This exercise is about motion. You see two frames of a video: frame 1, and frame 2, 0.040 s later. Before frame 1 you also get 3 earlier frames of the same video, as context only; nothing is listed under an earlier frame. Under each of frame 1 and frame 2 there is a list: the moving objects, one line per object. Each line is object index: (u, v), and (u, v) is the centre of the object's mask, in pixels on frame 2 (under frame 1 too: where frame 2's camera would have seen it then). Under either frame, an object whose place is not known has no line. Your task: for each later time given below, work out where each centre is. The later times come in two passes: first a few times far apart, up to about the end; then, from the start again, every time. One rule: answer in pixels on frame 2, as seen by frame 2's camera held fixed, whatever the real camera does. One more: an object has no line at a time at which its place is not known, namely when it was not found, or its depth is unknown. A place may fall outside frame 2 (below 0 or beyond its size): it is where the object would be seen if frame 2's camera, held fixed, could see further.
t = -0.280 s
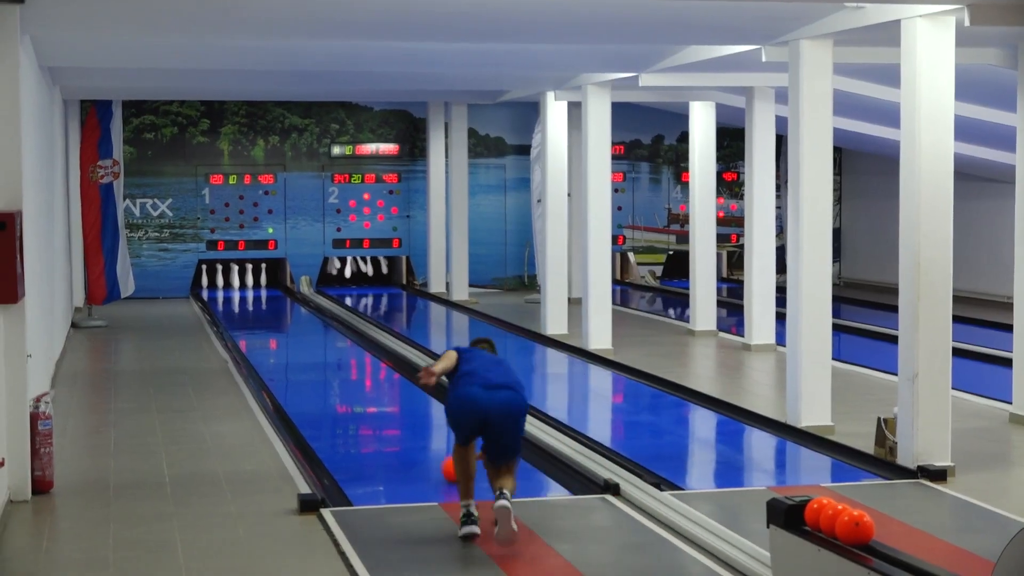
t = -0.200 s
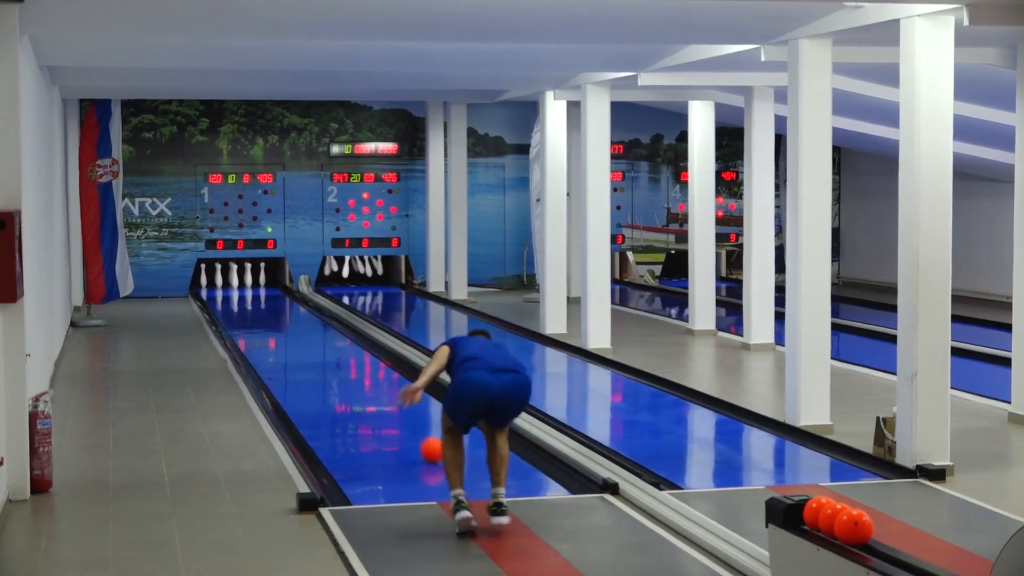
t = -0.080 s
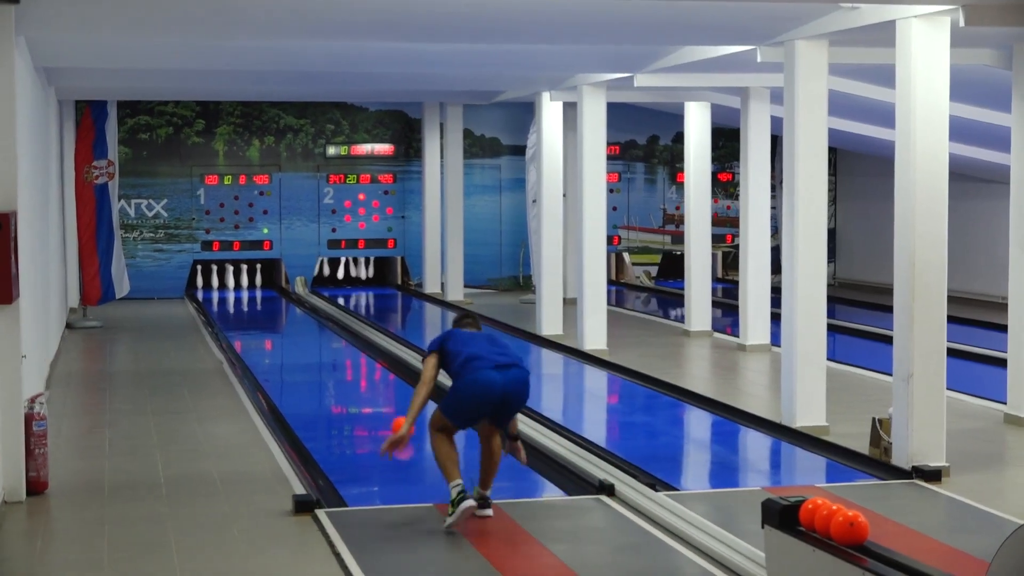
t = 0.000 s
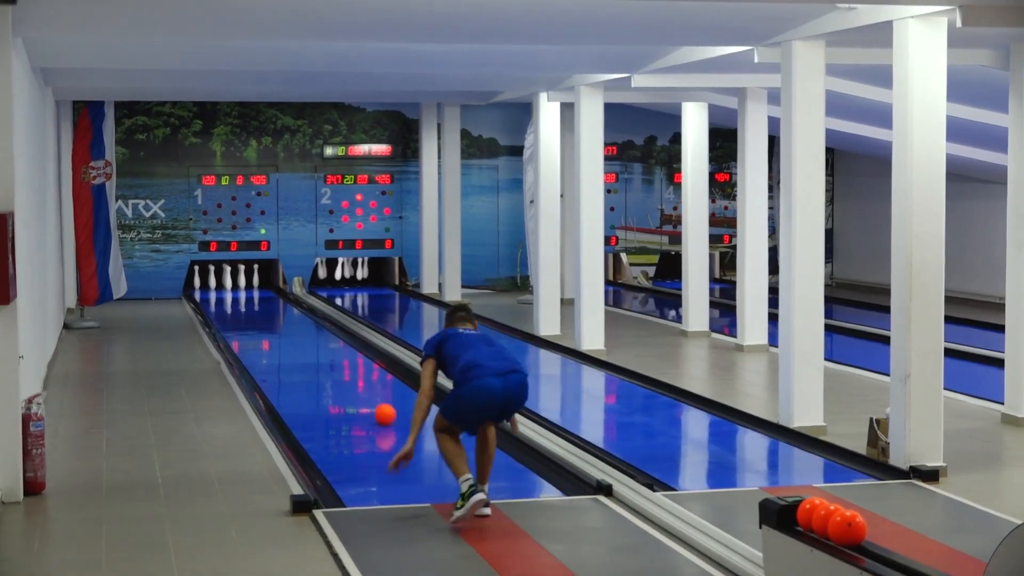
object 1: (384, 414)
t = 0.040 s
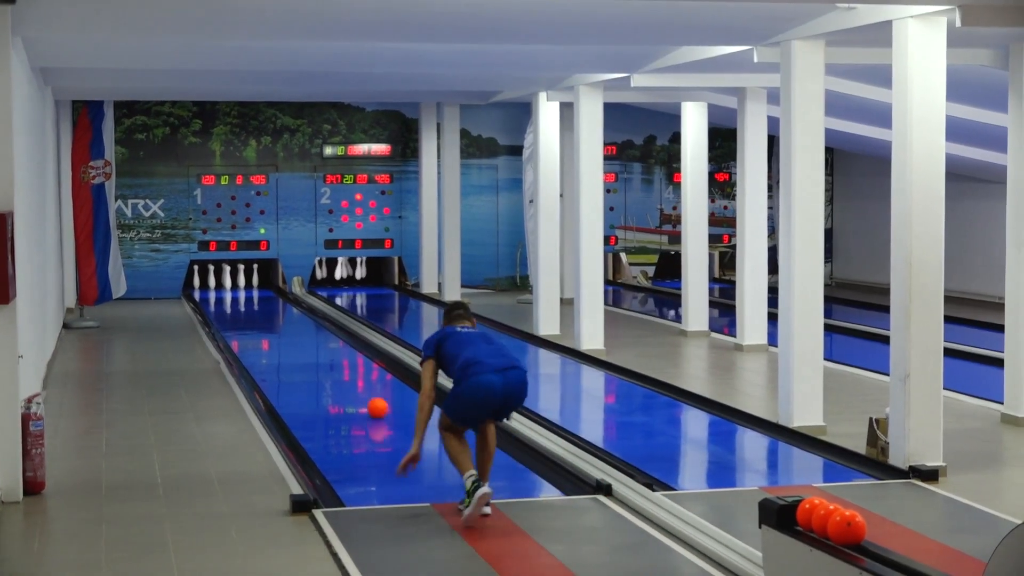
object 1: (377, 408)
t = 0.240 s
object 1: (348, 382)
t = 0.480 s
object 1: (321, 357)
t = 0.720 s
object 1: (300, 339)
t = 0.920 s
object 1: (287, 326)
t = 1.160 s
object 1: (273, 313)
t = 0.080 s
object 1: (371, 402)
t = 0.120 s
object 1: (365, 397)
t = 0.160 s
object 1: (359, 392)
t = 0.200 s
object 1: (353, 387)
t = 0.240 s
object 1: (348, 382)
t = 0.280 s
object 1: (343, 377)
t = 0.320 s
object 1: (338, 373)
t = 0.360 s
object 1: (334, 368)
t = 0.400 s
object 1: (330, 365)
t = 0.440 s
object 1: (325, 361)
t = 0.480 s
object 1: (321, 357)
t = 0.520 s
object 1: (317, 354)
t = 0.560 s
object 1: (314, 350)
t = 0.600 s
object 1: (310, 347)
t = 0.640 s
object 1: (307, 345)
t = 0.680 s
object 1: (304, 341)
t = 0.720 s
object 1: (300, 339)
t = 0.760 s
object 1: (297, 336)
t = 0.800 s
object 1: (294, 333)
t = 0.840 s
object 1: (292, 331)
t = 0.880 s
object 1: (289, 328)
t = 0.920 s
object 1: (287, 326)
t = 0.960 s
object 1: (284, 324)
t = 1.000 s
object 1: (281, 321)
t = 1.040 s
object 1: (279, 319)
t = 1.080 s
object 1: (277, 317)
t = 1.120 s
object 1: (275, 315)
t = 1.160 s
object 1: (273, 313)
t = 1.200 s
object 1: (271, 311)
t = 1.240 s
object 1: (269, 309)
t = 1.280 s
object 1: (267, 308)
